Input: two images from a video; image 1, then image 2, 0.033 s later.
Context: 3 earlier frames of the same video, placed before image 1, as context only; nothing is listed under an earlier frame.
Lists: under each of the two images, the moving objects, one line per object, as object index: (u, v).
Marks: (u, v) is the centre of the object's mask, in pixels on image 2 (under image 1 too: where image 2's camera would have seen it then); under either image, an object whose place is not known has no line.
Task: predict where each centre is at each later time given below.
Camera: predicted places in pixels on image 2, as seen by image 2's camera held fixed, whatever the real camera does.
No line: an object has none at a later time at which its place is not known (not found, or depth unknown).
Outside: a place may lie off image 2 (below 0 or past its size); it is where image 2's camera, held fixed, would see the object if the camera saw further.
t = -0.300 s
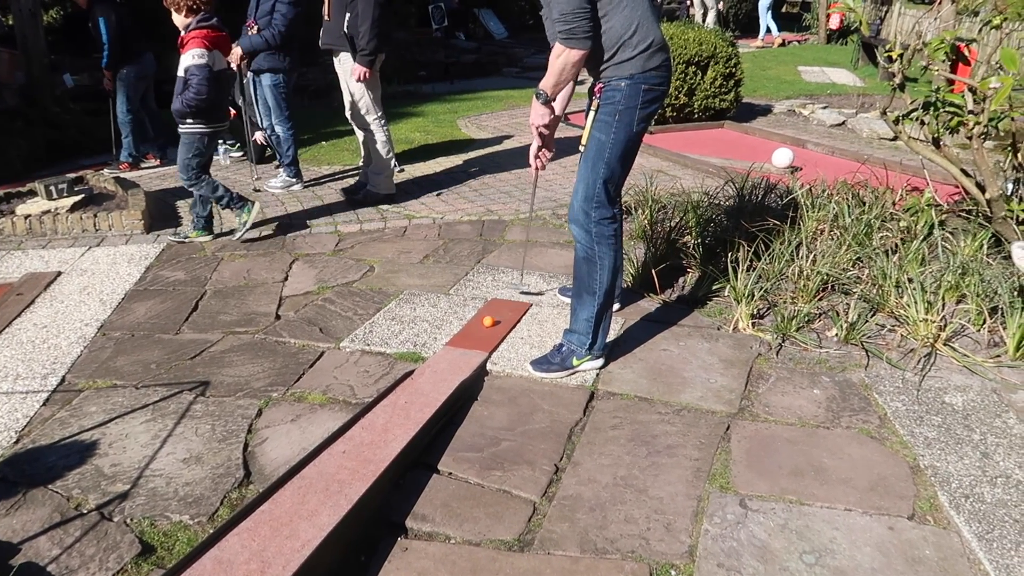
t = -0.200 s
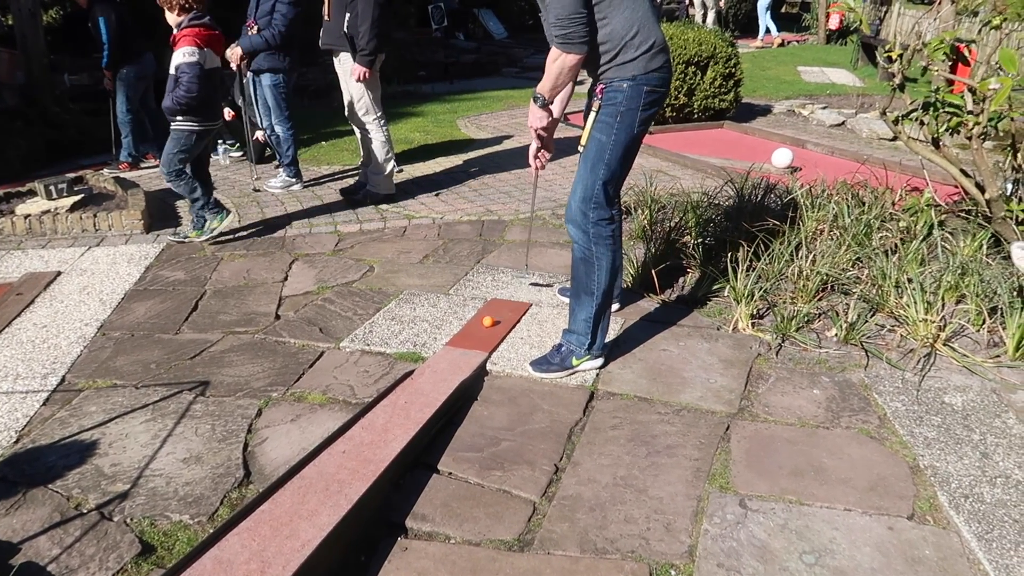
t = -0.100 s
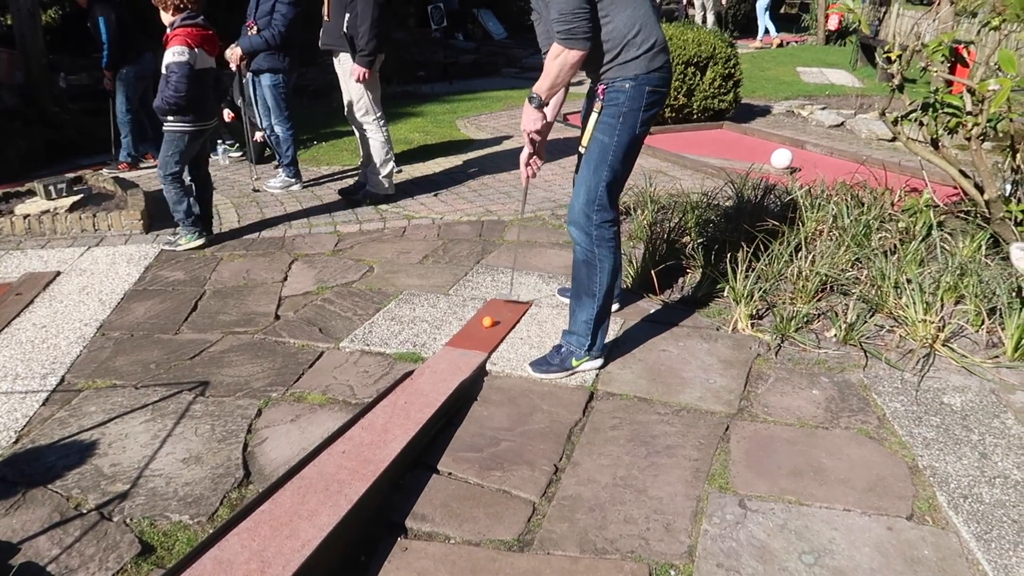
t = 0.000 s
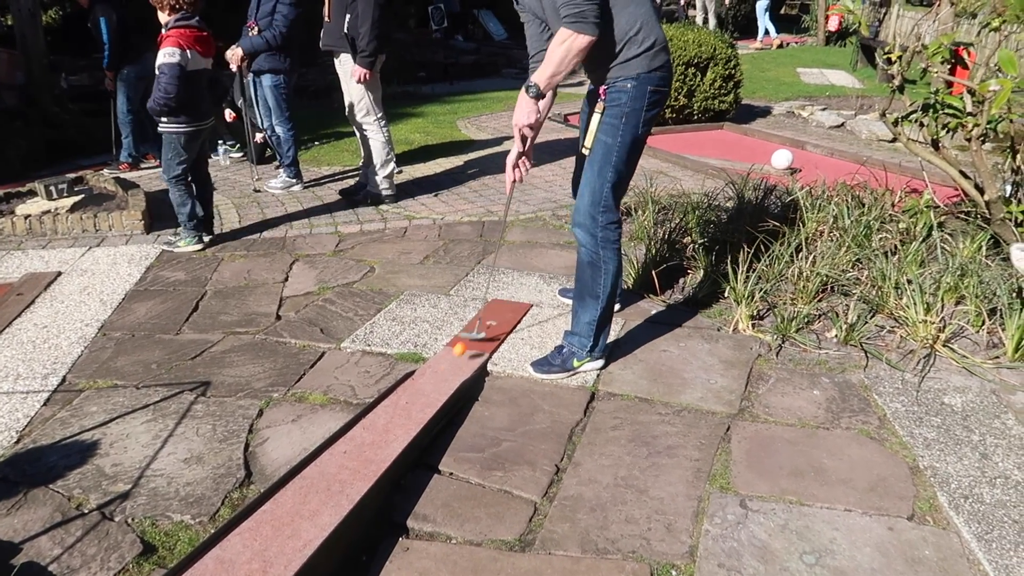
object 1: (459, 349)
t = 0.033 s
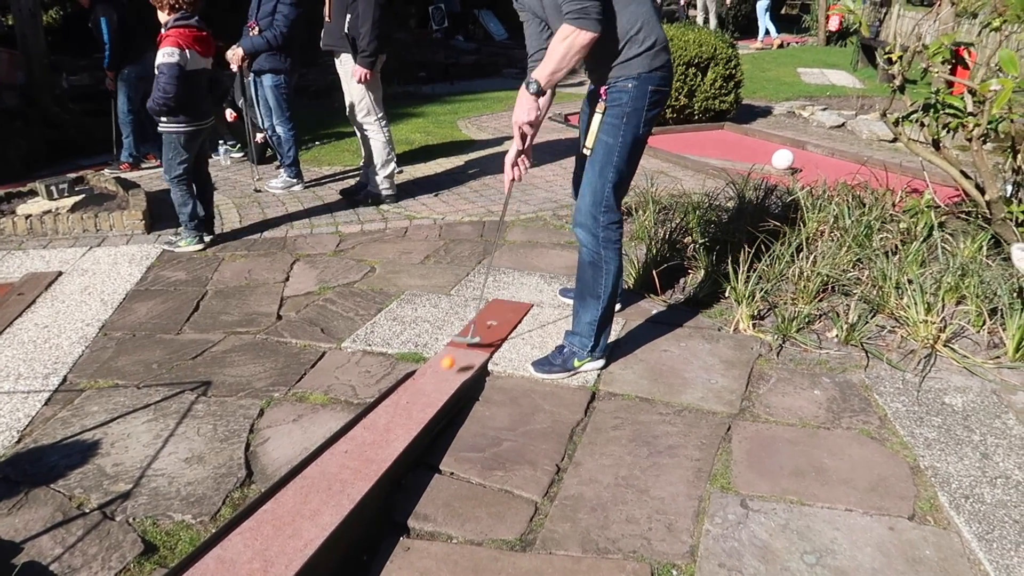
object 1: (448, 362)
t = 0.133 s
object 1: (365, 459)
